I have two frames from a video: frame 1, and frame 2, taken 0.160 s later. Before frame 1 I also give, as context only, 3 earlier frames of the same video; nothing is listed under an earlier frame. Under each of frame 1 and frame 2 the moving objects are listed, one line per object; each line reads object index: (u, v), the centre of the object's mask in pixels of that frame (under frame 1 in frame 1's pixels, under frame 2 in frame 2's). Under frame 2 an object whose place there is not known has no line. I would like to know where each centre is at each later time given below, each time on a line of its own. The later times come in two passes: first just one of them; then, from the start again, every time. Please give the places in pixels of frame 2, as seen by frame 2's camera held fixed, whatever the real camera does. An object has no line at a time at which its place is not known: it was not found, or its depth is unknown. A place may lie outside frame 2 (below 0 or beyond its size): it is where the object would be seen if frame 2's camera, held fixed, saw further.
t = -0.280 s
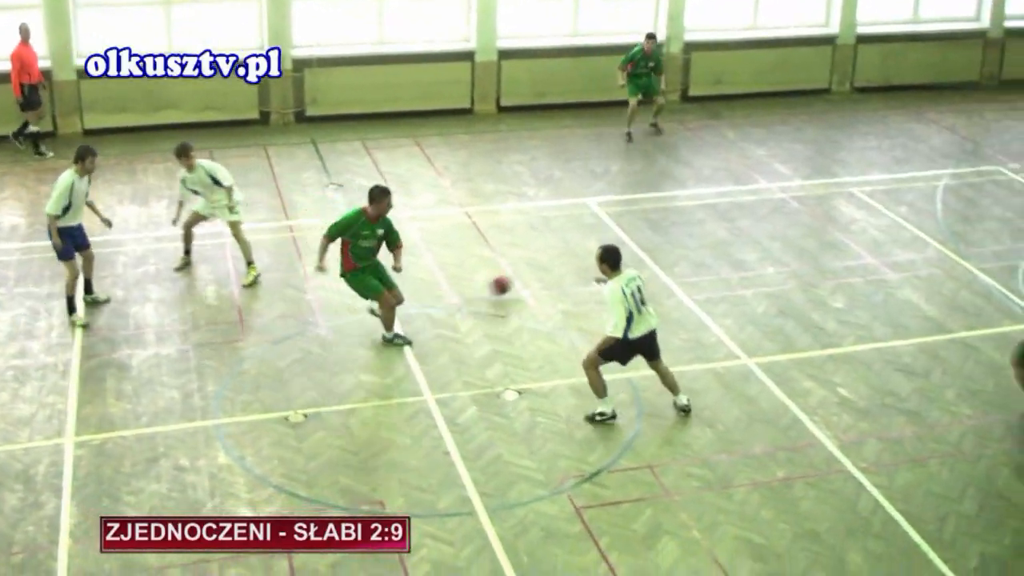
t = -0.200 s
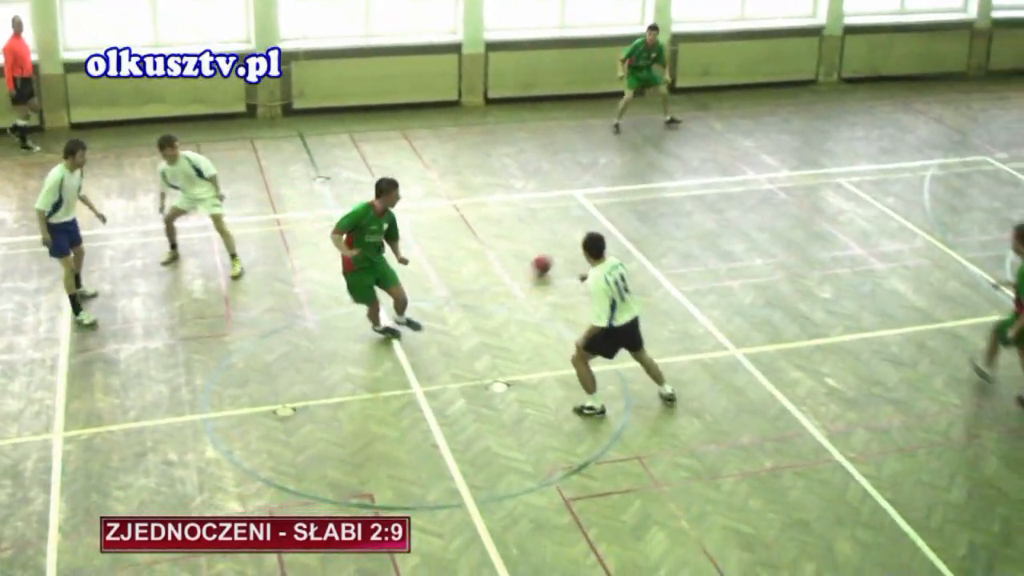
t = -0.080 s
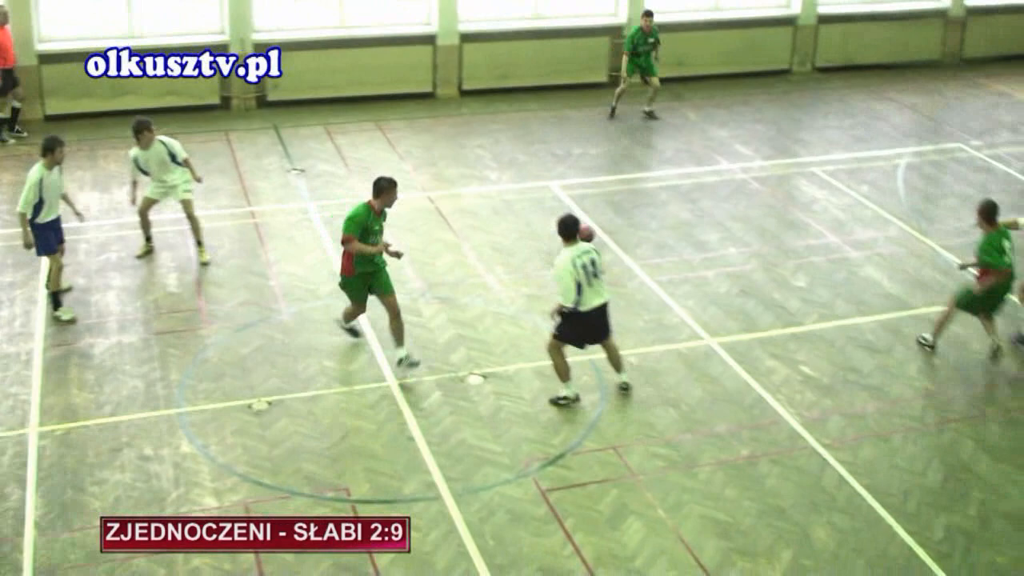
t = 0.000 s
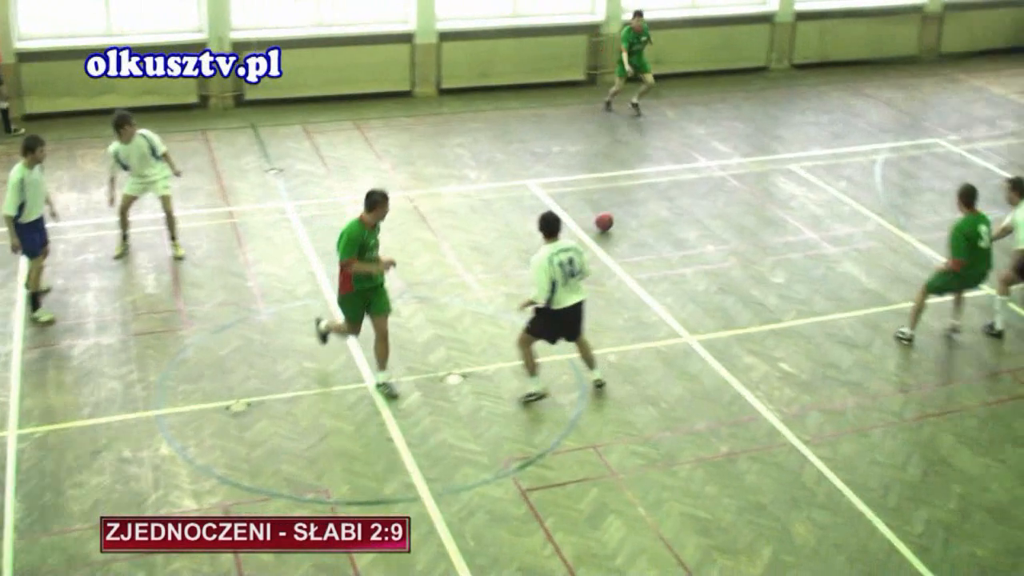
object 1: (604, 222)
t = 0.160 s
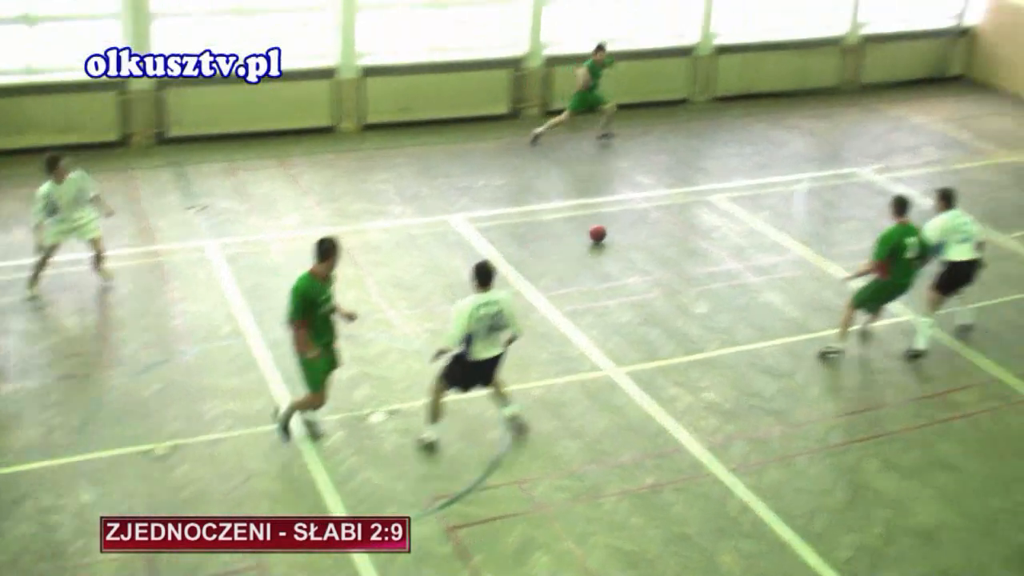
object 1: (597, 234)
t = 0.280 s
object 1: (640, 221)
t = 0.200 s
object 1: (612, 229)
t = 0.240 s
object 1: (627, 225)
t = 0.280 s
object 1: (640, 221)
